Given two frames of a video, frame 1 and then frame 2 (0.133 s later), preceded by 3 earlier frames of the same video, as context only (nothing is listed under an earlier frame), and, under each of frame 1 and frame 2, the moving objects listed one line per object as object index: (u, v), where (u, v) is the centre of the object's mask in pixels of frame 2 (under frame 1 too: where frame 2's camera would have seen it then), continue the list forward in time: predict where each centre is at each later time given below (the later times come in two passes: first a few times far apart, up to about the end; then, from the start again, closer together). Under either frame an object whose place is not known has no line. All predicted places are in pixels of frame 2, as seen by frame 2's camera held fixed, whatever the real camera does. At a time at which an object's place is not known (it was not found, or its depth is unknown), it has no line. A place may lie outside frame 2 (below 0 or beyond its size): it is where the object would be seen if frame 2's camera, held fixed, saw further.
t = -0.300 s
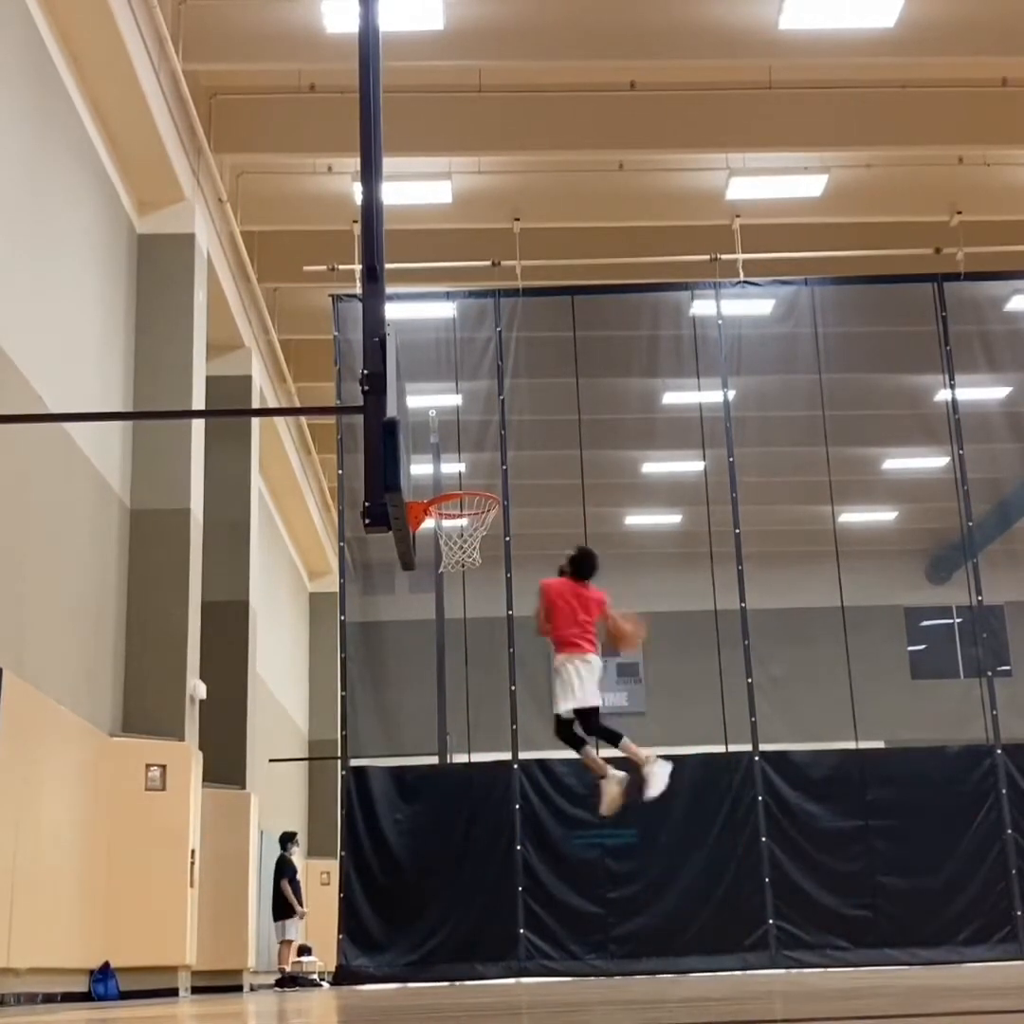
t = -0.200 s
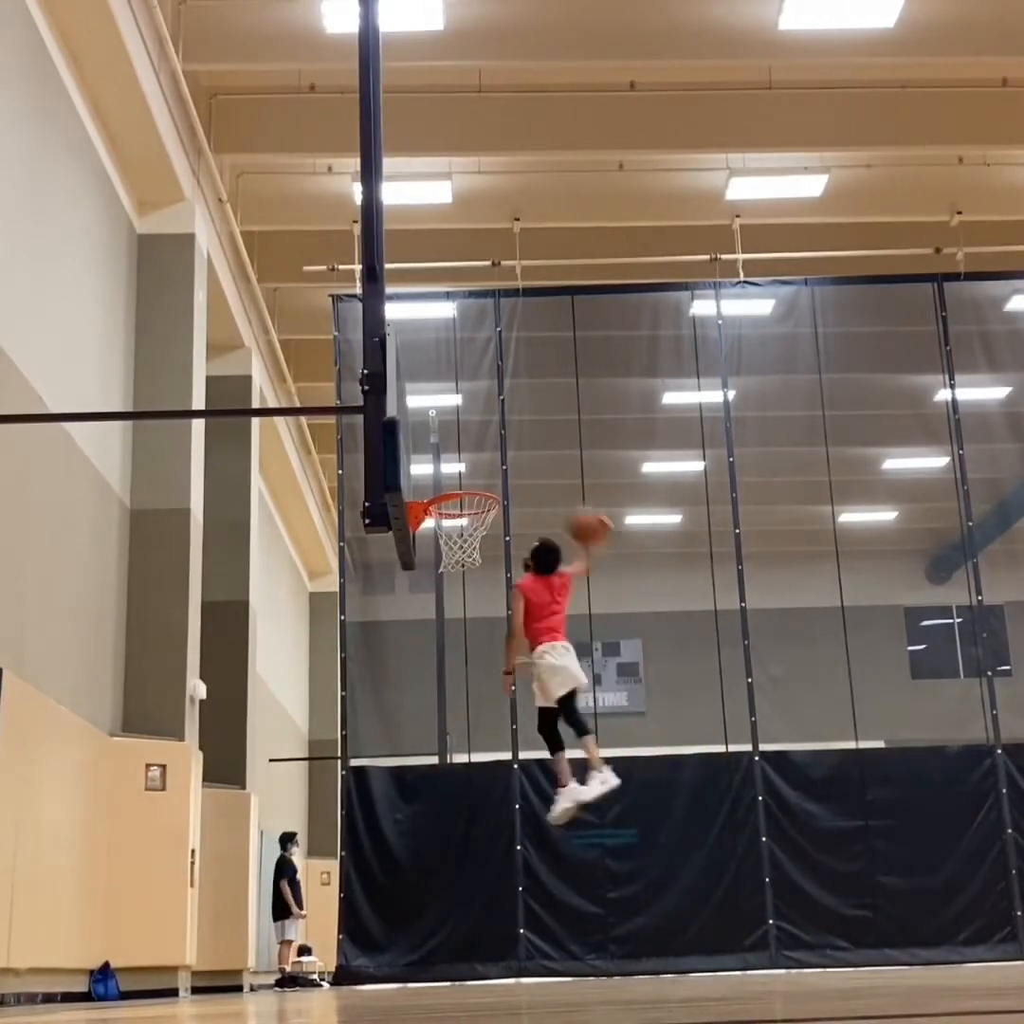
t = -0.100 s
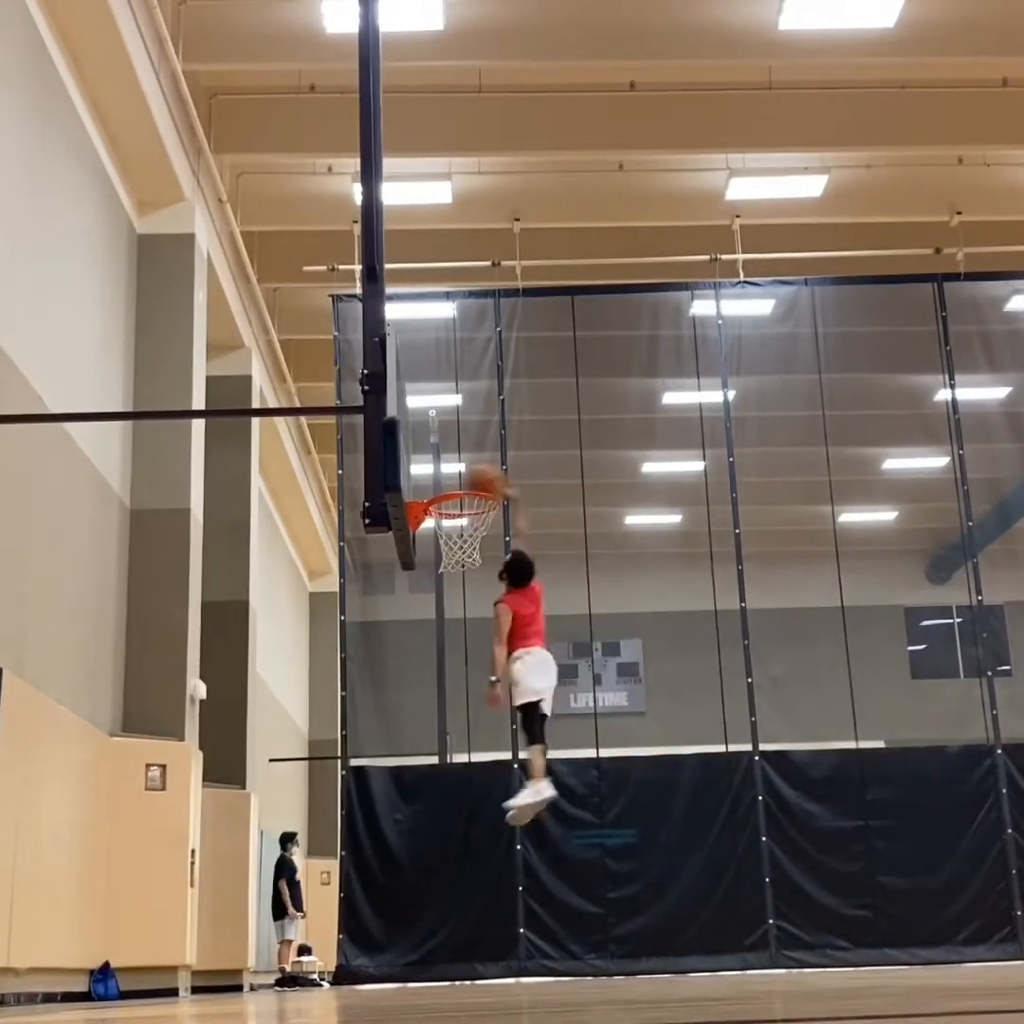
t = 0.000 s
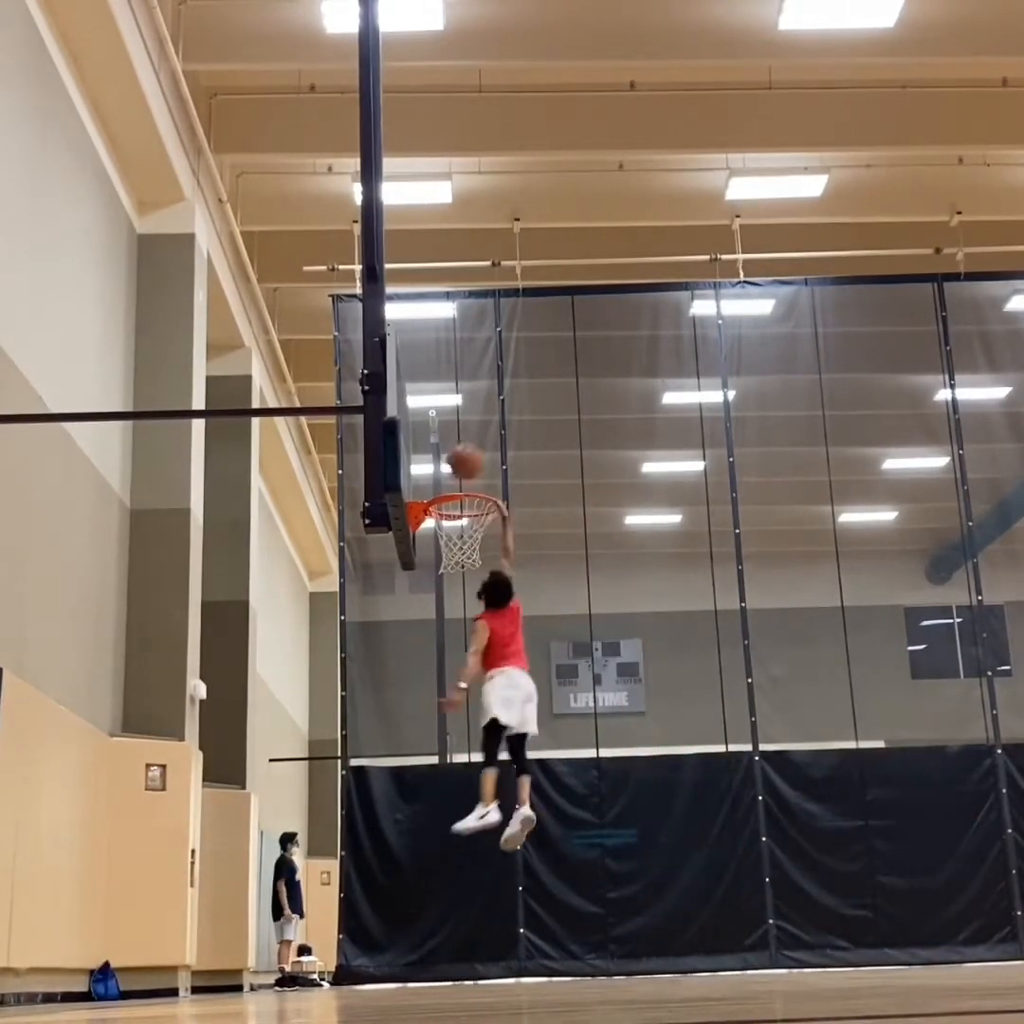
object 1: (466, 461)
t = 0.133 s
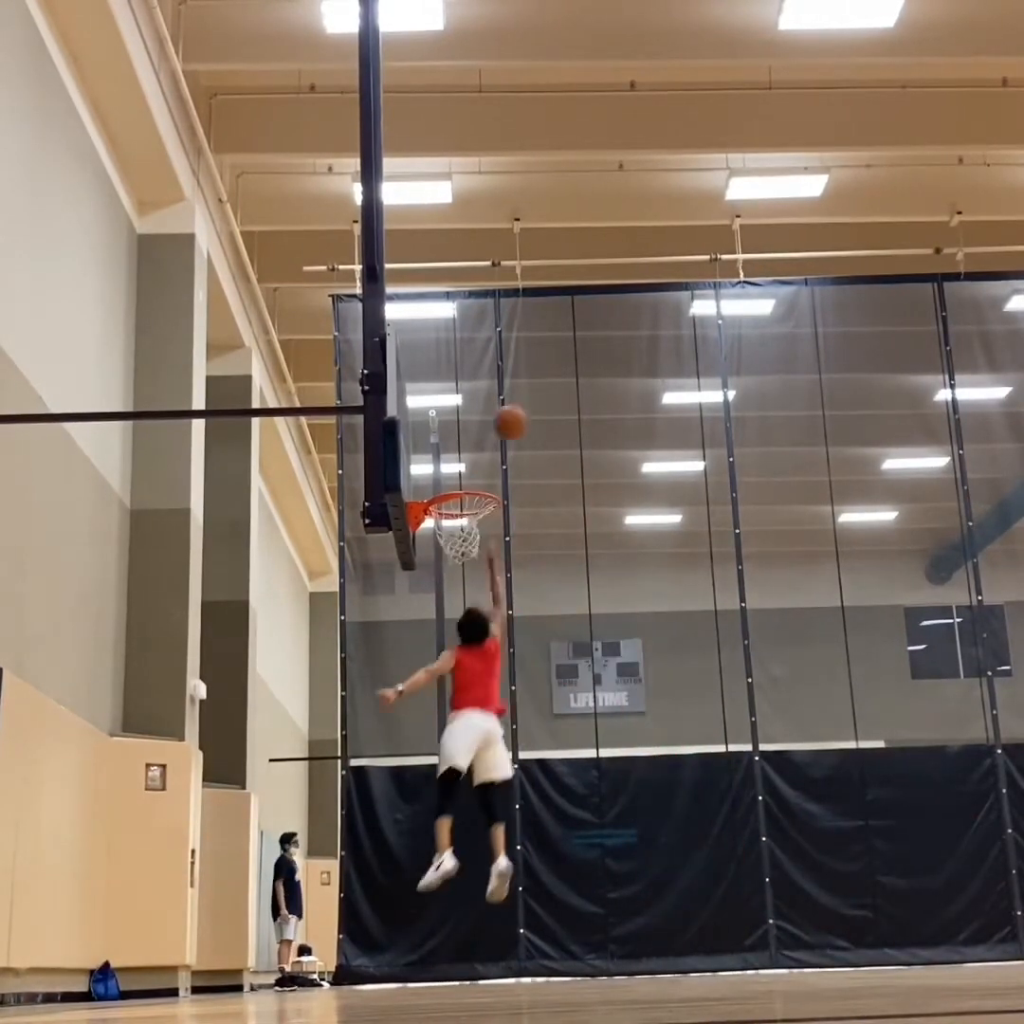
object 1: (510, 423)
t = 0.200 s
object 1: (531, 411)
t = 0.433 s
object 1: (602, 419)
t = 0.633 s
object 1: (656, 475)
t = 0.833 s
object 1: (711, 567)
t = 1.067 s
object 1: (772, 724)
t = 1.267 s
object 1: (826, 899)
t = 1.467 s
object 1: (832, 863)
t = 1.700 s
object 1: (818, 757)
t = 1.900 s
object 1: (812, 716)
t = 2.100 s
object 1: (810, 717)
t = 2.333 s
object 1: (813, 768)
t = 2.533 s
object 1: (819, 850)
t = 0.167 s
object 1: (521, 416)
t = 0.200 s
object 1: (531, 411)
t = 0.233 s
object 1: (541, 409)
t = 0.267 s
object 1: (551, 407)
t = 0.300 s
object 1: (562, 407)
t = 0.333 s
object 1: (573, 408)
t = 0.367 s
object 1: (582, 410)
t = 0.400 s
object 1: (591, 413)
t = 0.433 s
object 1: (602, 419)
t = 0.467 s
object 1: (611, 427)
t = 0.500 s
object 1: (620, 433)
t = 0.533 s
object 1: (629, 441)
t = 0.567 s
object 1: (637, 452)
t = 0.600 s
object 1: (646, 463)
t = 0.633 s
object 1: (656, 475)
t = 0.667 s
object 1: (665, 489)
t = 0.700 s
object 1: (673, 501)
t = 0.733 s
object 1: (683, 515)
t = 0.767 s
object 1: (691, 532)
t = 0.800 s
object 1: (700, 549)
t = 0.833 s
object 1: (711, 567)
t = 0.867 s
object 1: (716, 588)
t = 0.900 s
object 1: (728, 608)
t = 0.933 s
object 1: (737, 628)
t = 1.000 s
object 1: (754, 674)
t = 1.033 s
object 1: (763, 699)
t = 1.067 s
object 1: (772, 724)
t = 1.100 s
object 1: (781, 752)
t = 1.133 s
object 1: (789, 778)
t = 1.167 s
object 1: (799, 806)
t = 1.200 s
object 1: (808, 836)
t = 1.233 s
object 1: (817, 867)
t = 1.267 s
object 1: (826, 899)
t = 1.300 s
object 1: (834, 930)
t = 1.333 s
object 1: (842, 954)
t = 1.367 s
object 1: (839, 931)
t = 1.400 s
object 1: (836, 906)
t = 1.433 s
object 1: (834, 883)
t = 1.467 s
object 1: (832, 863)
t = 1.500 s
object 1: (829, 842)
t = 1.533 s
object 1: (827, 825)
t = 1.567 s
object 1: (824, 808)
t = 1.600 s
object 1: (823, 793)
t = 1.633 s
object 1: (821, 779)
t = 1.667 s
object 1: (819, 767)
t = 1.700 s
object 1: (818, 757)
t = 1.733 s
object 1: (817, 745)
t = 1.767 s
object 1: (816, 737)
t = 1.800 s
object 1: (815, 730)
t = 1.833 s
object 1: (813, 724)
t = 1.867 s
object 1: (812, 720)
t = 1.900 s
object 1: (812, 716)
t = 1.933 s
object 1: (811, 714)
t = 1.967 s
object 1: (811, 712)
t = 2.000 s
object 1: (811, 713)
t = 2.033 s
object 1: (810, 713)
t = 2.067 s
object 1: (810, 715)
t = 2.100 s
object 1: (810, 717)
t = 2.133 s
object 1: (810, 721)
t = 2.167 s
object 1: (809, 726)
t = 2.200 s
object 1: (811, 732)
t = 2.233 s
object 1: (811, 740)
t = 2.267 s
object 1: (812, 748)
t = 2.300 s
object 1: (812, 758)
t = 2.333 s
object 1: (813, 768)
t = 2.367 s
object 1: (813, 779)
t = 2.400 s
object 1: (815, 790)
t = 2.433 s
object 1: (815, 804)
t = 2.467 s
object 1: (817, 819)
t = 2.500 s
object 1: (817, 833)
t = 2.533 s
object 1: (819, 850)
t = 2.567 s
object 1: (820, 867)
